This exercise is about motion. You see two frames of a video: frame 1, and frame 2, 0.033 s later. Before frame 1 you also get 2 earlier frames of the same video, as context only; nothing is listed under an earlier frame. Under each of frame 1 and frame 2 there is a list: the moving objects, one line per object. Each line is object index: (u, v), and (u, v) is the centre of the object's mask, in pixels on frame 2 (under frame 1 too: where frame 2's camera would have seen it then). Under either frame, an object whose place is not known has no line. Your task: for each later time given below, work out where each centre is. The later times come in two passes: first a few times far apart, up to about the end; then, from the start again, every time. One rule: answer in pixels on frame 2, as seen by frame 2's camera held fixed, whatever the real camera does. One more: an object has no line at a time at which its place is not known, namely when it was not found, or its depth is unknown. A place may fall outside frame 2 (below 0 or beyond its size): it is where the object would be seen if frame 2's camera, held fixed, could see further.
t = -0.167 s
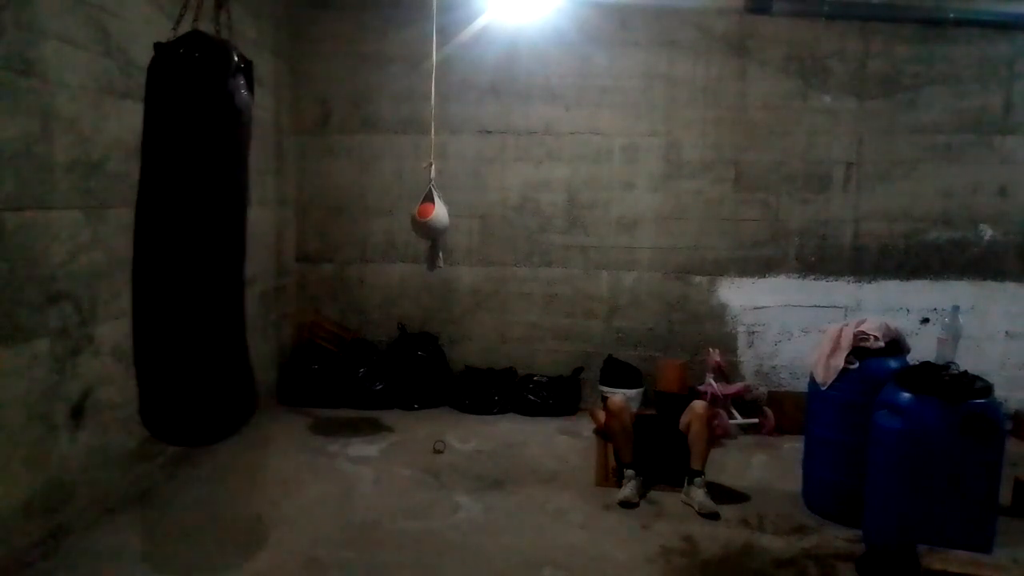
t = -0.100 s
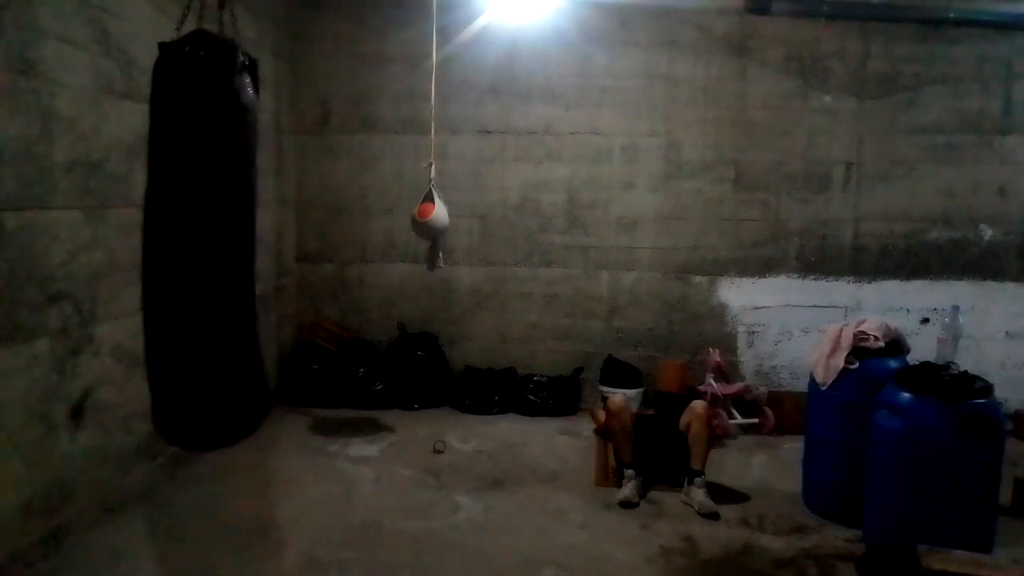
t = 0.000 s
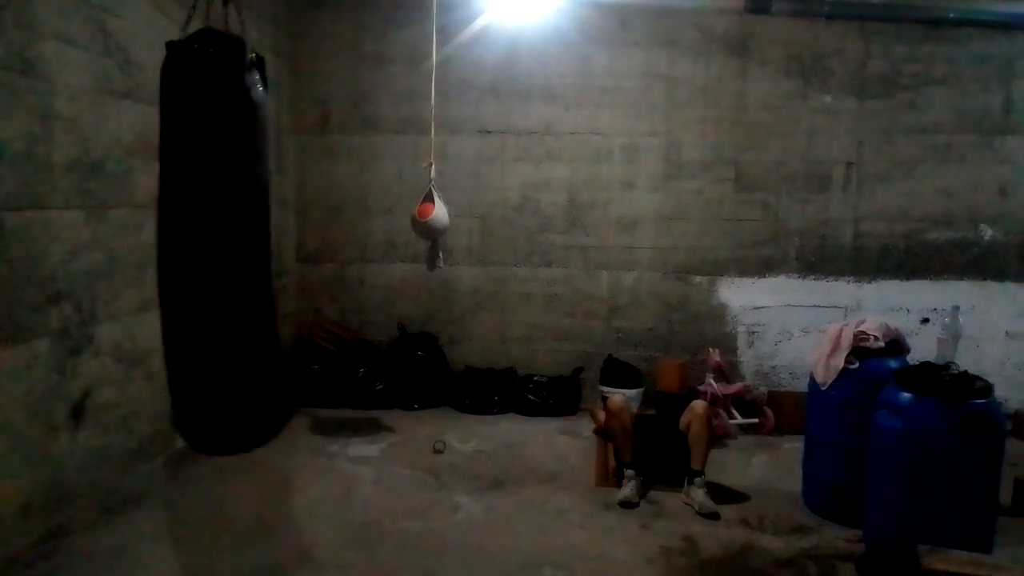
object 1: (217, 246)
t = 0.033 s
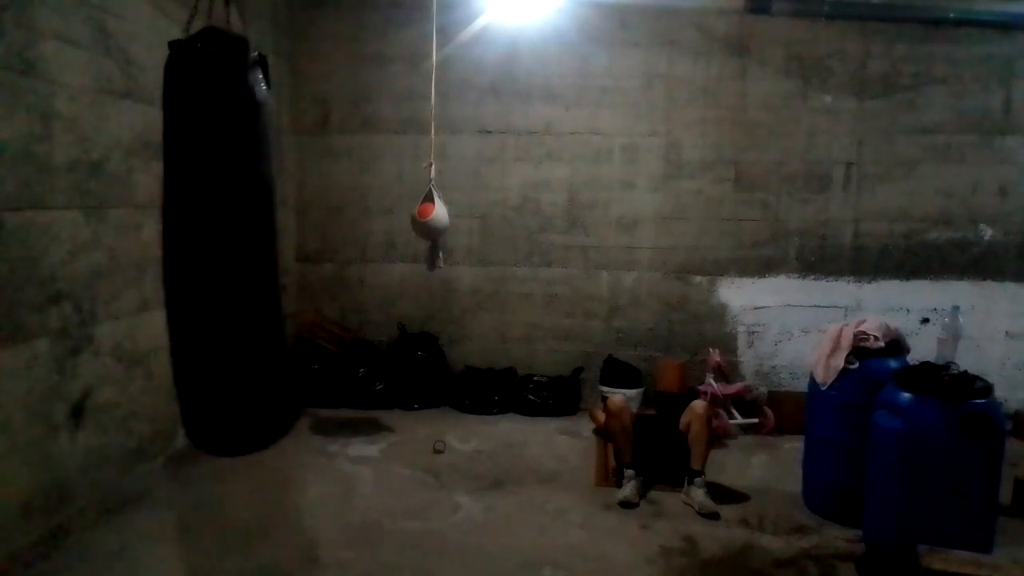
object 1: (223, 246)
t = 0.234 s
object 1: (252, 244)
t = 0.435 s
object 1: (273, 240)
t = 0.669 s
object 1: (278, 240)
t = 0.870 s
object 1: (263, 240)
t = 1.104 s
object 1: (234, 235)
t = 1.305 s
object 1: (205, 231)
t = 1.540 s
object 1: (177, 223)
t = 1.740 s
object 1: (164, 222)
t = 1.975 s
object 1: (165, 229)
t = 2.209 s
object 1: (185, 241)
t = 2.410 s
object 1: (214, 245)
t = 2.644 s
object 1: (250, 244)
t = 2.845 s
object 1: (274, 241)
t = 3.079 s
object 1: (281, 240)
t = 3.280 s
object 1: (267, 240)
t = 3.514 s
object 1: (237, 236)
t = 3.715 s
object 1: (208, 233)
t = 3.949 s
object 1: (178, 225)
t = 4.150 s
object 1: (163, 222)
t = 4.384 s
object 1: (162, 228)
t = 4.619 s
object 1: (181, 239)
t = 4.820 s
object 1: (210, 244)
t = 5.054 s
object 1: (248, 244)
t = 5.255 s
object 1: (274, 241)
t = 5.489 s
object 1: (283, 240)
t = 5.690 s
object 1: (271, 239)
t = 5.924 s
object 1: (242, 238)
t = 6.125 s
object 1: (211, 234)
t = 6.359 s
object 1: (179, 227)
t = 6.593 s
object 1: (161, 223)
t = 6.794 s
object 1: (159, 227)
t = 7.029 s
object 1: (177, 237)
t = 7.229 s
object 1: (206, 244)
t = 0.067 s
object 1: (228, 246)
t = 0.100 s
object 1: (233, 245)
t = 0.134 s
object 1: (237, 245)
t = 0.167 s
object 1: (243, 245)
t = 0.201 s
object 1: (248, 244)
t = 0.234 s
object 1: (252, 244)
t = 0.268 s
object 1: (256, 244)
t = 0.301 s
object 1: (261, 242)
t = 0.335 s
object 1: (264, 241)
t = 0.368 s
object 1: (268, 241)
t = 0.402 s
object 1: (271, 241)
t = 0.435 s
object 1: (273, 240)
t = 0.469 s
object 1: (276, 240)
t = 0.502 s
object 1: (278, 240)
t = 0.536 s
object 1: (278, 240)
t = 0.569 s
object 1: (279, 240)
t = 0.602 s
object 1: (279, 240)
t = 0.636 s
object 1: (279, 240)
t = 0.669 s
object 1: (278, 240)
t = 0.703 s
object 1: (277, 240)
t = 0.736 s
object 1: (275, 241)
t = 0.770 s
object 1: (273, 240)
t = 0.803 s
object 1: (270, 240)
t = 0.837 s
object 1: (266, 240)
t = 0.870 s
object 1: (263, 240)
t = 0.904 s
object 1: (260, 240)
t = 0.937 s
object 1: (256, 239)
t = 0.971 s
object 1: (252, 239)
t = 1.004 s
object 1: (248, 239)
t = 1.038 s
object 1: (243, 238)
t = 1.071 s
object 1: (238, 237)
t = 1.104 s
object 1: (234, 235)
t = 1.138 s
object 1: (229, 235)
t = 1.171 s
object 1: (224, 234)
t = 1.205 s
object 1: (219, 234)
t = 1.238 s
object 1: (214, 233)
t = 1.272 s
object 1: (210, 232)
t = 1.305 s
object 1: (205, 231)
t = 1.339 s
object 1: (201, 230)
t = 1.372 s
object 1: (196, 229)
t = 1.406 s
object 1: (192, 227)
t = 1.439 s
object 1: (188, 226)
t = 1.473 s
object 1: (184, 225)
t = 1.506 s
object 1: (180, 224)
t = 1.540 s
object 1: (177, 223)
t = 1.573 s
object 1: (174, 223)
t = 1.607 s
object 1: (171, 222)
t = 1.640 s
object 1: (169, 222)
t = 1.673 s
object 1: (167, 222)
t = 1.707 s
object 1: (165, 222)
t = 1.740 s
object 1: (164, 222)
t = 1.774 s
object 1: (163, 223)
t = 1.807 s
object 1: (162, 223)
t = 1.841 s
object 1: (162, 224)
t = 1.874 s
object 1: (162, 225)
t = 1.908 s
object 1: (163, 227)
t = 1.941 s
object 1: (164, 228)
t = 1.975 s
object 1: (165, 229)
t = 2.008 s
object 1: (166, 231)
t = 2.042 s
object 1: (169, 232)
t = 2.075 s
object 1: (171, 234)
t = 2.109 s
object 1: (174, 236)
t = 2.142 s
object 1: (177, 237)
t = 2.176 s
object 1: (181, 239)
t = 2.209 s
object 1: (185, 241)
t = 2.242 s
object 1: (190, 242)
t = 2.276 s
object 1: (194, 243)
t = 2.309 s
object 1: (199, 244)
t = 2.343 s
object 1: (204, 244)
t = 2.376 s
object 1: (208, 245)
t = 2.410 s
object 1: (214, 245)
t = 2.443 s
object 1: (219, 245)
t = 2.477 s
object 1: (225, 245)
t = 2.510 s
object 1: (230, 245)
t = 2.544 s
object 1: (235, 245)
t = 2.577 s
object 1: (241, 245)
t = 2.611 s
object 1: (245, 244)
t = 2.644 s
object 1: (250, 244)
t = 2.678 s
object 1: (255, 244)
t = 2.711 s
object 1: (260, 243)
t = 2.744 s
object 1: (264, 242)
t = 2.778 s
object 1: (268, 241)
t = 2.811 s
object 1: (271, 242)
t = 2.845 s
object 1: (274, 241)
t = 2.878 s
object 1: (277, 241)
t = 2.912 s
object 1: (279, 240)
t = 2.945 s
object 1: (280, 240)
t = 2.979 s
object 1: (281, 240)
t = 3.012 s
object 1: (281, 240)
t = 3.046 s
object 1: (282, 240)
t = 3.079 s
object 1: (281, 240)
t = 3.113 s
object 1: (280, 240)
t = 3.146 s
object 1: (279, 240)
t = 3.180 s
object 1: (276, 240)
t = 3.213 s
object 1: (274, 240)
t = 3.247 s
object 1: (271, 240)
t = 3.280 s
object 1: (267, 240)
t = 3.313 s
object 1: (264, 240)
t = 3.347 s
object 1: (260, 240)
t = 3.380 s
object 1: (256, 240)
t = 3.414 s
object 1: (252, 239)
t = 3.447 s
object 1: (247, 239)
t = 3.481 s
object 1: (242, 238)
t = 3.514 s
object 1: (237, 236)
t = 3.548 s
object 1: (232, 235)
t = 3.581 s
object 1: (228, 235)
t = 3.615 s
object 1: (222, 234)
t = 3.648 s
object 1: (217, 234)
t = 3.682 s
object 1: (212, 233)
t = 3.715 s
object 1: (208, 233)
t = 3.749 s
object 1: (203, 231)
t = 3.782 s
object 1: (198, 231)
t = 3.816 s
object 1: (194, 229)
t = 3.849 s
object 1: (190, 228)
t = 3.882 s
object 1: (186, 227)
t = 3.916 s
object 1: (182, 226)
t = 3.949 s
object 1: (178, 225)
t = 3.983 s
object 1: (174, 224)
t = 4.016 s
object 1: (172, 223)
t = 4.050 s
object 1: (169, 223)
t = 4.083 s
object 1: (167, 222)
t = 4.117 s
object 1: (165, 222)
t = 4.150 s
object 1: (163, 222)
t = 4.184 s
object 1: (161, 223)
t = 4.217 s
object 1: (160, 223)
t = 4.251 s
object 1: (160, 224)
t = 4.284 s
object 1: (160, 225)
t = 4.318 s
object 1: (160, 226)
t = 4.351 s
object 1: (161, 227)
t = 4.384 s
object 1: (162, 228)
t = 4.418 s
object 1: (163, 229)
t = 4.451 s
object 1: (165, 231)
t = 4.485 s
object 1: (167, 232)
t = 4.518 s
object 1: (170, 234)
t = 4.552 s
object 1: (174, 236)
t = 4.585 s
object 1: (177, 237)
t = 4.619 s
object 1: (181, 239)
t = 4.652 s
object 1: (185, 241)
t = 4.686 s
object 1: (190, 242)
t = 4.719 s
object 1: (194, 243)
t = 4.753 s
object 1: (199, 243)
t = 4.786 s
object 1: (204, 244)
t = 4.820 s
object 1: (210, 244)
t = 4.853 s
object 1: (215, 245)
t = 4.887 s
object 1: (221, 246)
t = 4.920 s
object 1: (226, 245)
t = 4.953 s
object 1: (232, 245)
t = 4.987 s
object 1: (237, 244)
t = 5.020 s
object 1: (242, 244)
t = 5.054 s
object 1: (248, 244)
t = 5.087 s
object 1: (252, 244)
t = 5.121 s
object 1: (257, 243)
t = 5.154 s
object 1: (262, 242)
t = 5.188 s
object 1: (266, 242)
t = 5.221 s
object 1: (270, 242)
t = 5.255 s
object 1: (274, 241)
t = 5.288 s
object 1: (276, 240)
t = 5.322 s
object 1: (279, 240)
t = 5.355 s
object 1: (281, 240)
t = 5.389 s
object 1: (282, 240)
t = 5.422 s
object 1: (283, 239)
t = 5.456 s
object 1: (283, 240)
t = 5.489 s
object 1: (283, 240)
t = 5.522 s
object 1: (283, 240)
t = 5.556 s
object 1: (282, 240)
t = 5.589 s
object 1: (280, 240)
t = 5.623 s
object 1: (278, 240)
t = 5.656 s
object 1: (275, 239)
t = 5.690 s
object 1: (271, 239)
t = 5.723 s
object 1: (268, 239)
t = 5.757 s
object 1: (265, 240)
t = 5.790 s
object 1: (261, 240)
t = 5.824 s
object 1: (256, 240)
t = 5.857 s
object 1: (252, 239)
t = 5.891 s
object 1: (247, 239)
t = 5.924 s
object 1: (242, 238)
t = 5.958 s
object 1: (237, 237)
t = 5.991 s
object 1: (232, 237)
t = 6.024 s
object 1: (227, 237)
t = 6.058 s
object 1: (221, 236)
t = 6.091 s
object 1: (216, 235)
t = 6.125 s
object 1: (211, 234)
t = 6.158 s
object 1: (206, 233)
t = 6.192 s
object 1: (201, 232)
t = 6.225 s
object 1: (196, 231)
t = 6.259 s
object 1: (192, 230)
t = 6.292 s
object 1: (188, 229)
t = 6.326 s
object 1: (183, 228)
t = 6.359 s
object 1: (179, 227)
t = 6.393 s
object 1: (176, 226)
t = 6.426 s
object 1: (172, 225)
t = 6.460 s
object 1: (169, 224)
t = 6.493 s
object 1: (167, 224)
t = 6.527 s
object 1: (164, 223)
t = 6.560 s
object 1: (162, 223)
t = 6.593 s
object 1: (161, 223)
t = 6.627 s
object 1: (159, 223)
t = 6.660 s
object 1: (158, 224)
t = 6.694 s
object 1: (158, 224)
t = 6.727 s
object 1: (158, 225)
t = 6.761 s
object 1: (158, 226)
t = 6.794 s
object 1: (159, 227)
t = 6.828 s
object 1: (160, 228)
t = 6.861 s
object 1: (162, 230)
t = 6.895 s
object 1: (164, 231)
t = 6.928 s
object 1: (167, 233)
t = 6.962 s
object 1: (170, 234)
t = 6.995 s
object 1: (173, 236)
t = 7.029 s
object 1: (177, 237)
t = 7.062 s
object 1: (181, 239)
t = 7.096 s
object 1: (186, 240)
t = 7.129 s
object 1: (190, 241)
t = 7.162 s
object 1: (195, 242)
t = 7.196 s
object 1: (200, 243)
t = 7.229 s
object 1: (206, 244)
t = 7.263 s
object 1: (211, 244)
